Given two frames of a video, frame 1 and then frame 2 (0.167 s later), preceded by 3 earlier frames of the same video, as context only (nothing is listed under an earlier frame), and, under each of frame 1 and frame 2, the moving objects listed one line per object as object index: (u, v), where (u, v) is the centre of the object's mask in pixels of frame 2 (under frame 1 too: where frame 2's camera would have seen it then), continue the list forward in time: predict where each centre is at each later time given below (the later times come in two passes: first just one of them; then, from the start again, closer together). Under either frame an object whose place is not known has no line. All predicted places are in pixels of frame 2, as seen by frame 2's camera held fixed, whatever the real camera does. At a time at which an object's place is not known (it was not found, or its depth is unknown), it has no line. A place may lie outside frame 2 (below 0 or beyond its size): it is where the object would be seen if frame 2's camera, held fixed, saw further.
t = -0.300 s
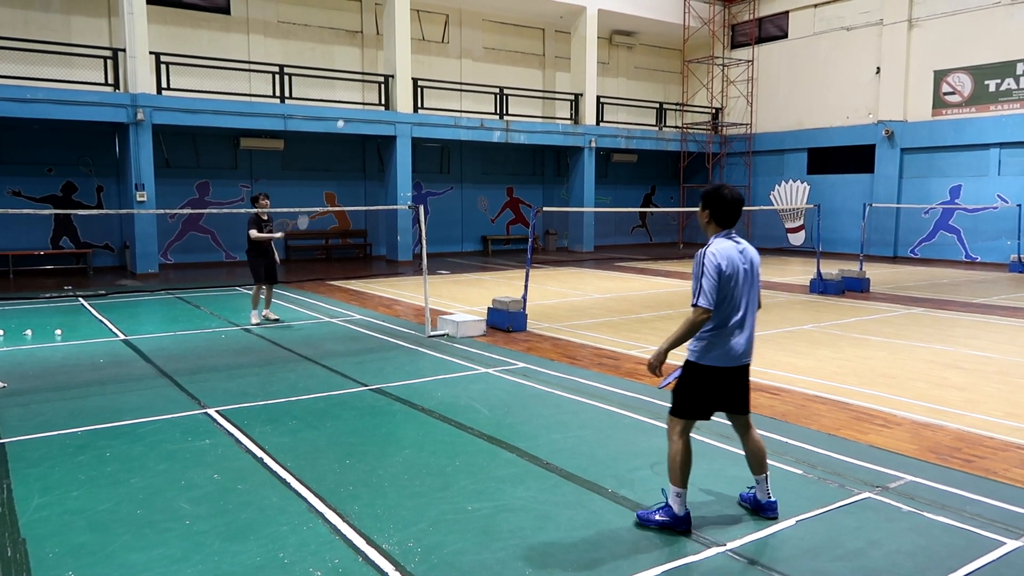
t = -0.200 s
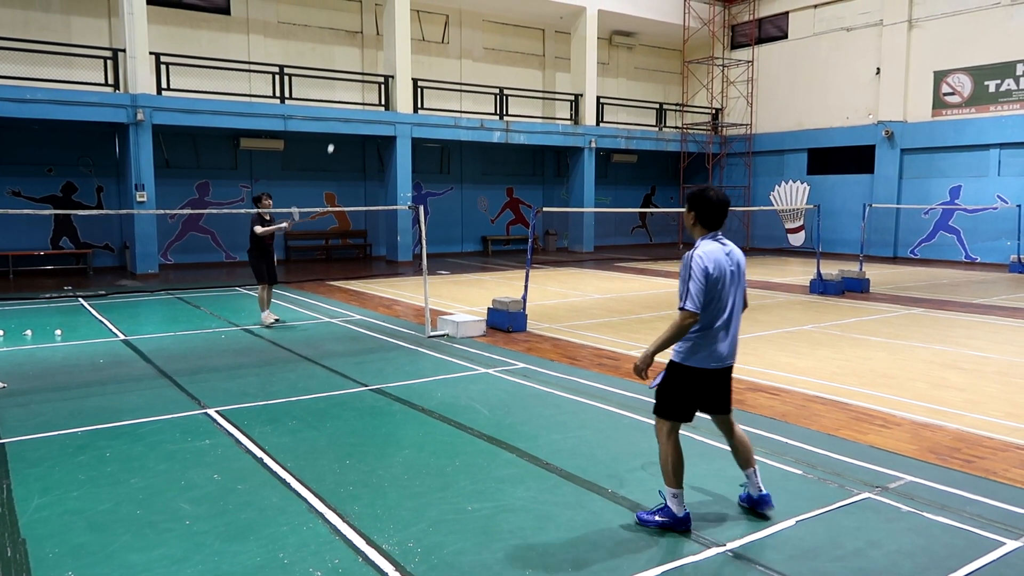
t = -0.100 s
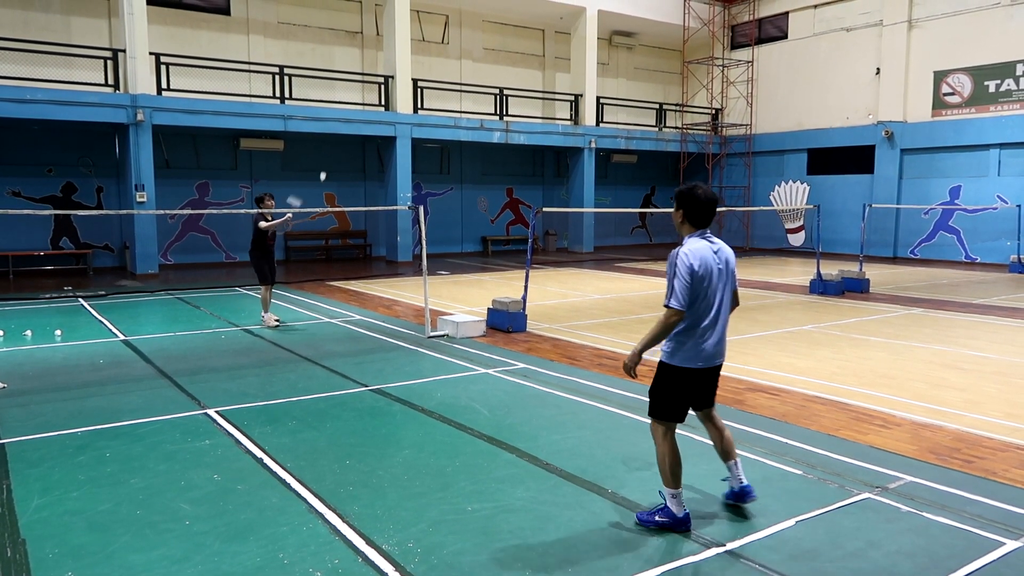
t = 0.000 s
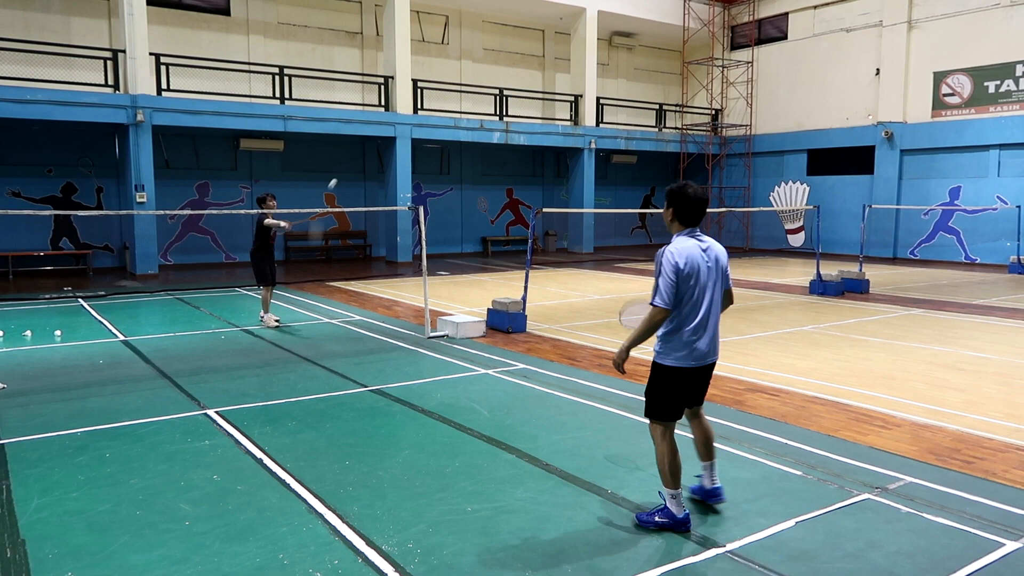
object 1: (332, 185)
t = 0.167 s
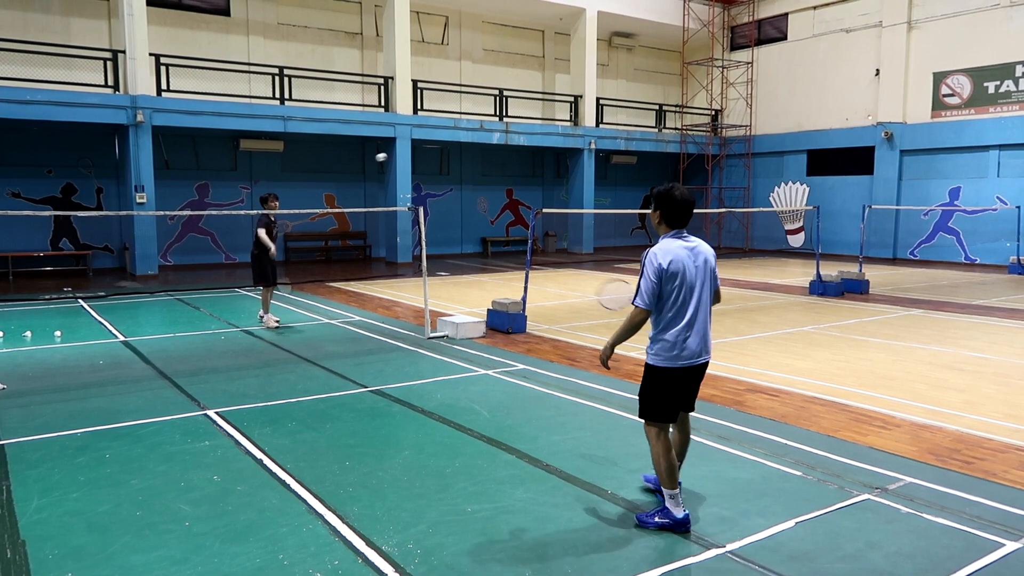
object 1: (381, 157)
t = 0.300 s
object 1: (421, 157)
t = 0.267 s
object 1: (411, 155)
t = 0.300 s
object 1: (421, 157)
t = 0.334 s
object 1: (431, 159)
